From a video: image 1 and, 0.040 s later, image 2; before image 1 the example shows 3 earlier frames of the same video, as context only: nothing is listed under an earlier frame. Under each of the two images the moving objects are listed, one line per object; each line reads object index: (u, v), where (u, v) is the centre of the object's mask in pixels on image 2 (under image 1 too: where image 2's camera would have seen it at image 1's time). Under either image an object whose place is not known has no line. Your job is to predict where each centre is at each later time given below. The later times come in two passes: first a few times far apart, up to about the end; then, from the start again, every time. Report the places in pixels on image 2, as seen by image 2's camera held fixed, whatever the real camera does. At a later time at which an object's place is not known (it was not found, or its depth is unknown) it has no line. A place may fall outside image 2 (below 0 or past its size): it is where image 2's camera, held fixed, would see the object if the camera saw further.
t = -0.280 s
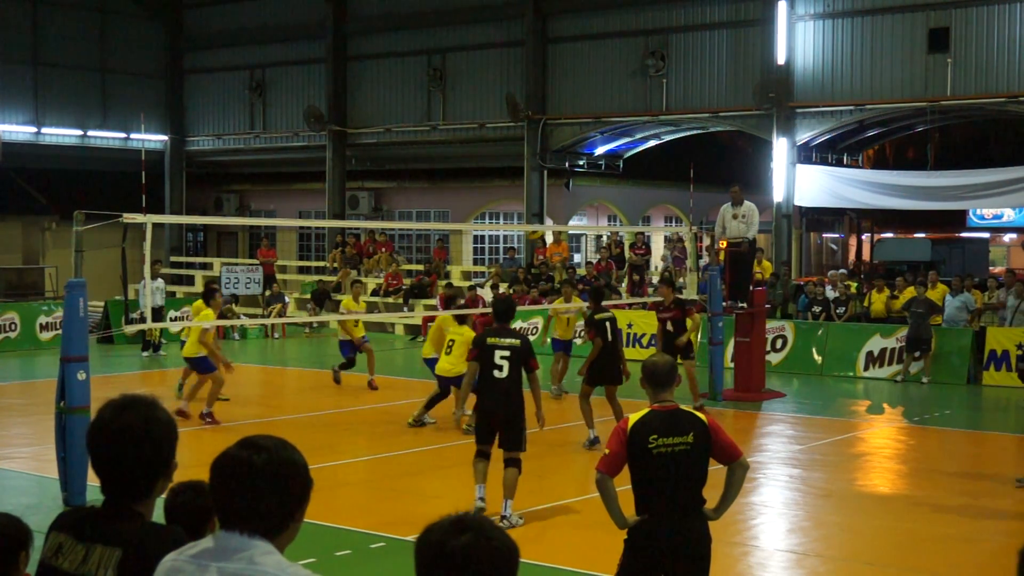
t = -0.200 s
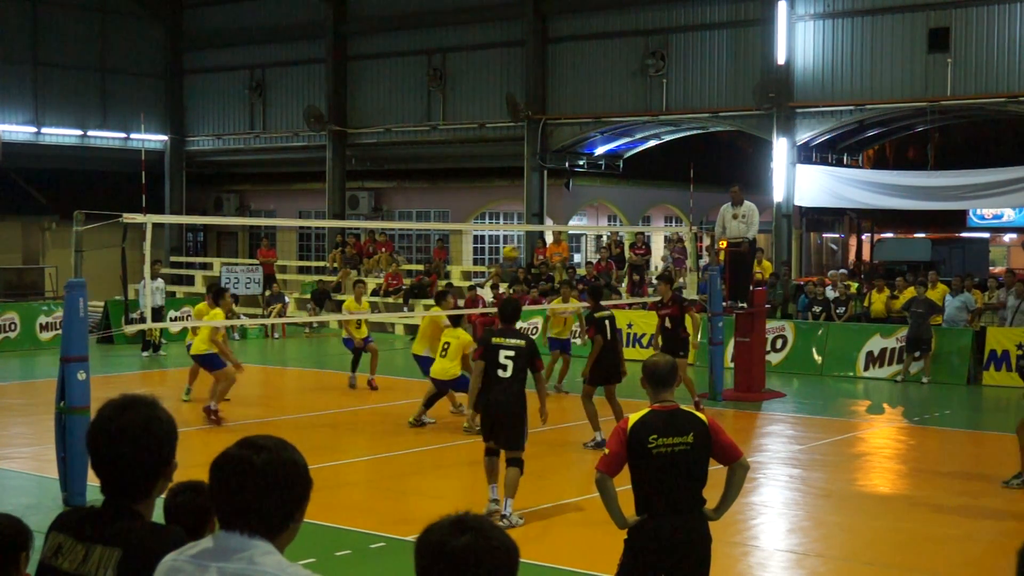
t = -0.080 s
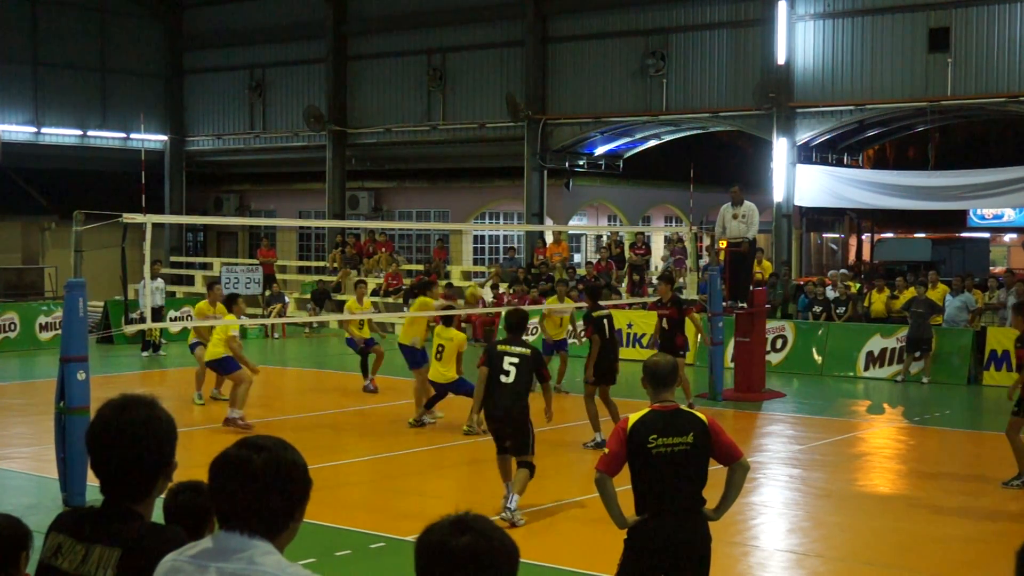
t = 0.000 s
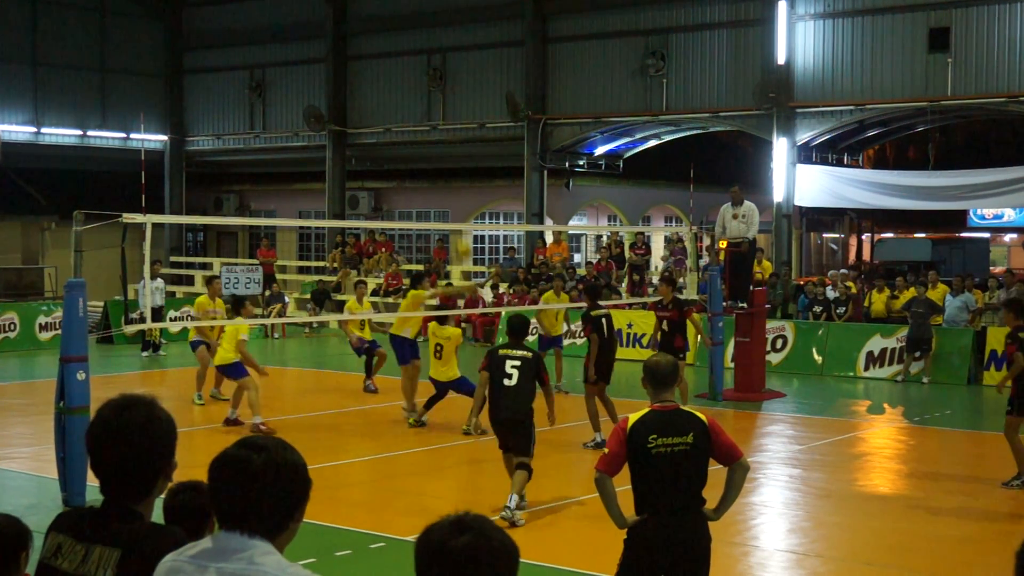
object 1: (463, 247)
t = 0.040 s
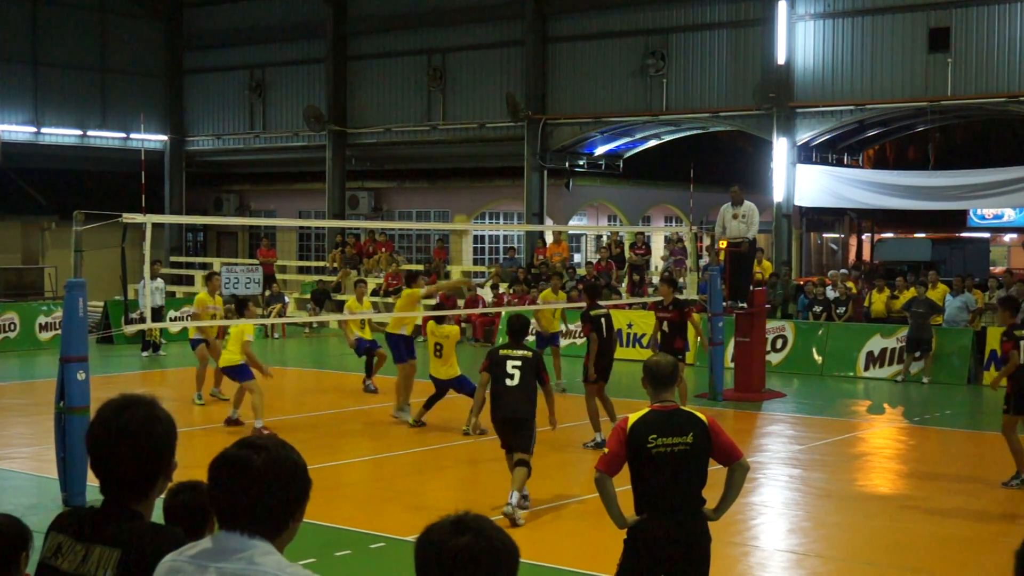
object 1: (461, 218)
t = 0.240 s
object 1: (446, 120)
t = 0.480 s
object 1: (427, 41)
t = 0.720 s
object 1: (408, 10)
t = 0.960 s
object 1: (389, 25)
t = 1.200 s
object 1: (370, 86)
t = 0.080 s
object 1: (457, 199)
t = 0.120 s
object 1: (454, 179)
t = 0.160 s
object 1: (452, 159)
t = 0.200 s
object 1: (449, 140)
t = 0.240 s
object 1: (446, 120)
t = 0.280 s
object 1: (443, 104)
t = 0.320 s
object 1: (440, 88)
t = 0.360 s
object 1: (437, 75)
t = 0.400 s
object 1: (434, 62)
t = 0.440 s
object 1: (430, 50)
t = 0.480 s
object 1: (427, 41)
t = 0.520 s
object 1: (424, 32)
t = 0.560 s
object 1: (421, 25)
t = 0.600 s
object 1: (417, 20)
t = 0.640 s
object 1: (414, 15)
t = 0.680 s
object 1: (411, 12)
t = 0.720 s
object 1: (408, 10)
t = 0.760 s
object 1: (404, 9)
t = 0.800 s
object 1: (401, 9)
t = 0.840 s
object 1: (398, 11)
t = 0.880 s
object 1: (395, 15)
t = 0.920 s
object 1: (391, 19)
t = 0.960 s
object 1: (389, 25)
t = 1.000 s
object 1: (385, 32)
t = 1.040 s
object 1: (382, 40)
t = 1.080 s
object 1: (380, 49)
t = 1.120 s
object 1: (376, 60)
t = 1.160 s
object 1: (373, 73)
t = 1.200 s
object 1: (370, 86)
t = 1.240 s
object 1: (367, 101)
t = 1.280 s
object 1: (364, 117)
